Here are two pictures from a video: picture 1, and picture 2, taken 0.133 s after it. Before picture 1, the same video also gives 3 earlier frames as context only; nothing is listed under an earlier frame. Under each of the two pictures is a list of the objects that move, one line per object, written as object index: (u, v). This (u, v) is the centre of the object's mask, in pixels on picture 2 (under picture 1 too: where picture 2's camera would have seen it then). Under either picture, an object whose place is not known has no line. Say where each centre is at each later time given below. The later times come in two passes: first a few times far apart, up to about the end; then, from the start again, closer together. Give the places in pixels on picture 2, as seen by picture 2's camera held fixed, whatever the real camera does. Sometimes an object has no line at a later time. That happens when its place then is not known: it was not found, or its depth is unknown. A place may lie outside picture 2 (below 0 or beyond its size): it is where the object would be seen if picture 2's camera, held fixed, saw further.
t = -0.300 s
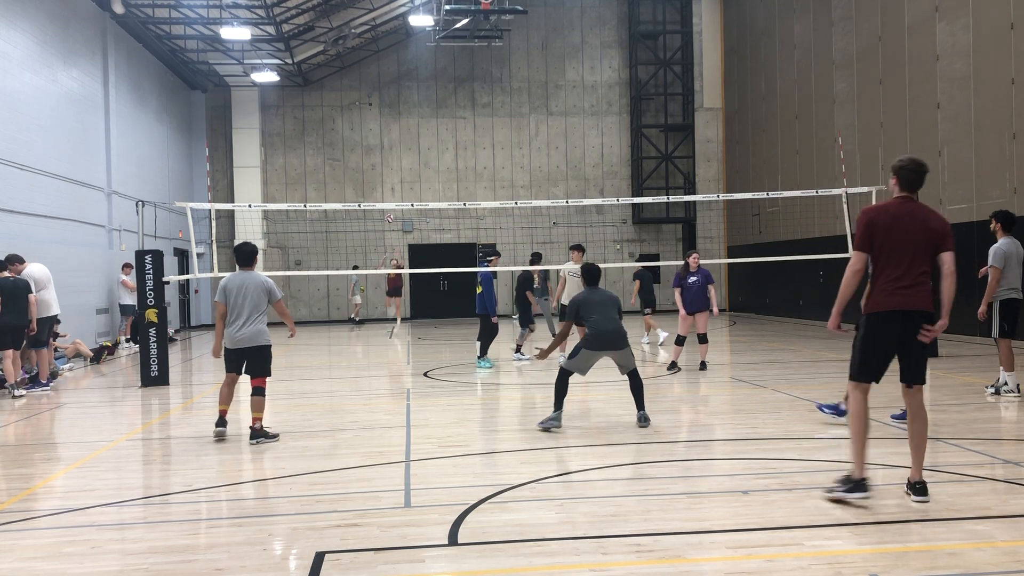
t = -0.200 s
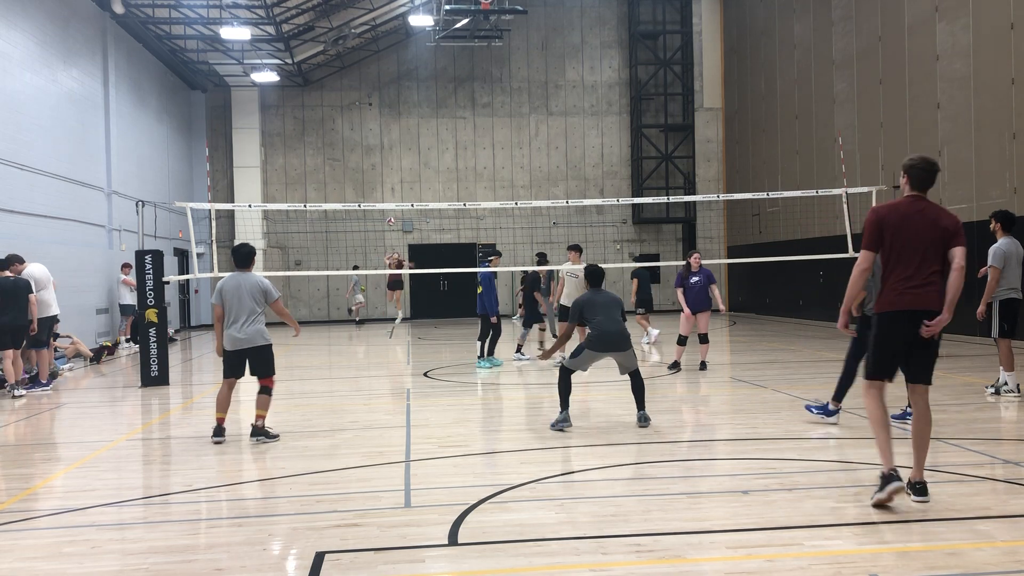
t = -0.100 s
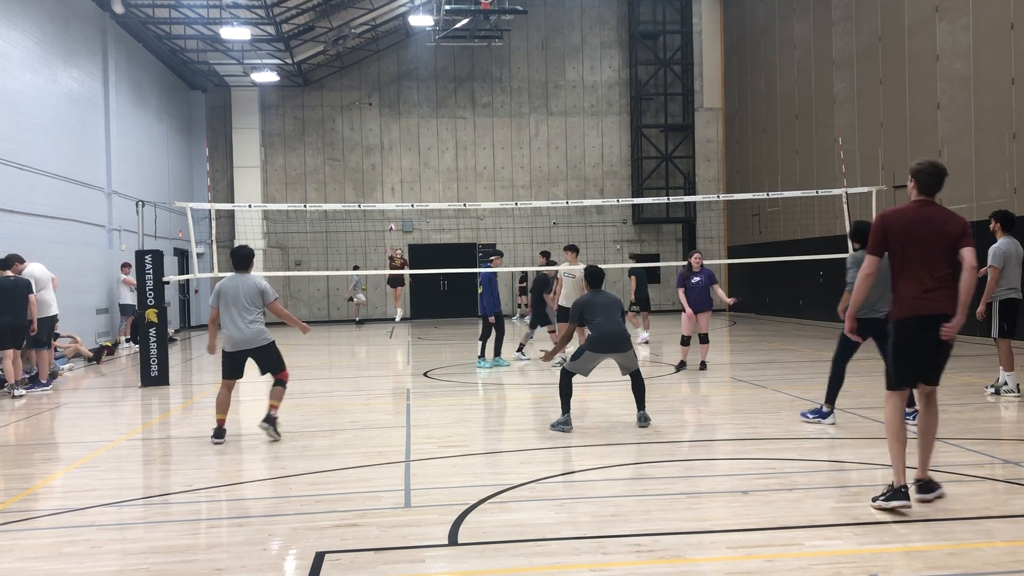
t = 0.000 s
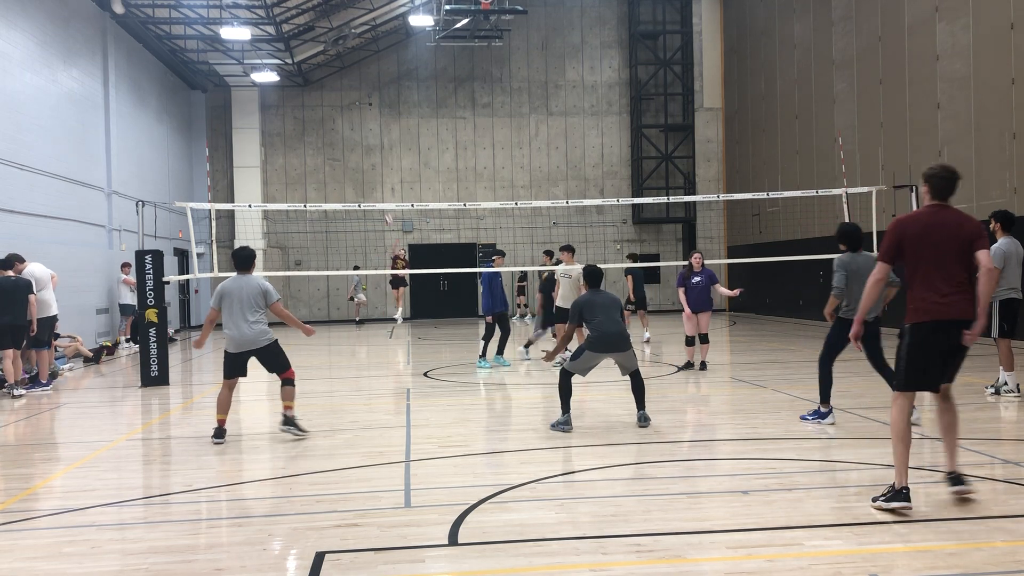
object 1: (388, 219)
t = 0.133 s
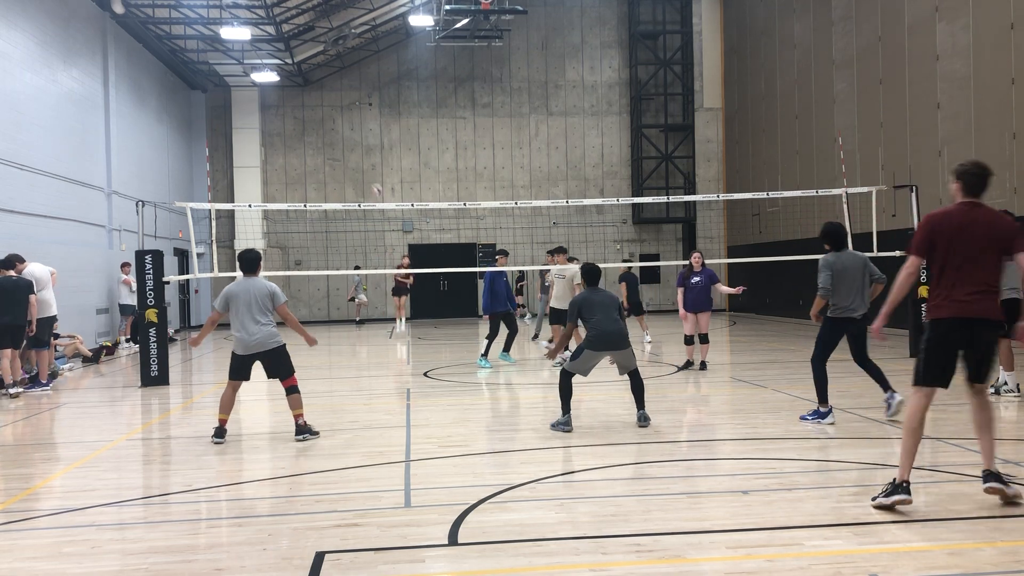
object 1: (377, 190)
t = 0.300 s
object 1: (356, 155)
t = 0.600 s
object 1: (306, 120)
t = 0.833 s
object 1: (258, 136)
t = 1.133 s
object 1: (148, 320)
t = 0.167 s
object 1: (373, 182)
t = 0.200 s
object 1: (369, 175)
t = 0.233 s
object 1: (365, 168)
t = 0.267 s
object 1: (361, 162)
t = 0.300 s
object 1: (356, 155)
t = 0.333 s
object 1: (351, 150)
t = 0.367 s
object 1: (346, 144)
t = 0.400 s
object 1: (341, 139)
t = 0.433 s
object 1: (335, 134)
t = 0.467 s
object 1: (330, 130)
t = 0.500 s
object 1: (325, 126)
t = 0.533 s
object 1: (319, 124)
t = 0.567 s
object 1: (313, 122)
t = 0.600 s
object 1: (306, 120)
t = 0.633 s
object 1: (299, 119)
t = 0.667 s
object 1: (293, 120)
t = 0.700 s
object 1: (286, 121)
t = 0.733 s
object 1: (279, 123)
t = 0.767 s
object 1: (272, 126)
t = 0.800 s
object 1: (265, 132)
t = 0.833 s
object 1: (258, 136)
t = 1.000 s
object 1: (208, 201)
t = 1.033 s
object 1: (195, 225)
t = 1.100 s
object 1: (159, 287)
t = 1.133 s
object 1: (148, 320)
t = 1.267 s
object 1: (44, 559)
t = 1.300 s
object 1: (24, 547)
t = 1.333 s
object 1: (11, 503)
